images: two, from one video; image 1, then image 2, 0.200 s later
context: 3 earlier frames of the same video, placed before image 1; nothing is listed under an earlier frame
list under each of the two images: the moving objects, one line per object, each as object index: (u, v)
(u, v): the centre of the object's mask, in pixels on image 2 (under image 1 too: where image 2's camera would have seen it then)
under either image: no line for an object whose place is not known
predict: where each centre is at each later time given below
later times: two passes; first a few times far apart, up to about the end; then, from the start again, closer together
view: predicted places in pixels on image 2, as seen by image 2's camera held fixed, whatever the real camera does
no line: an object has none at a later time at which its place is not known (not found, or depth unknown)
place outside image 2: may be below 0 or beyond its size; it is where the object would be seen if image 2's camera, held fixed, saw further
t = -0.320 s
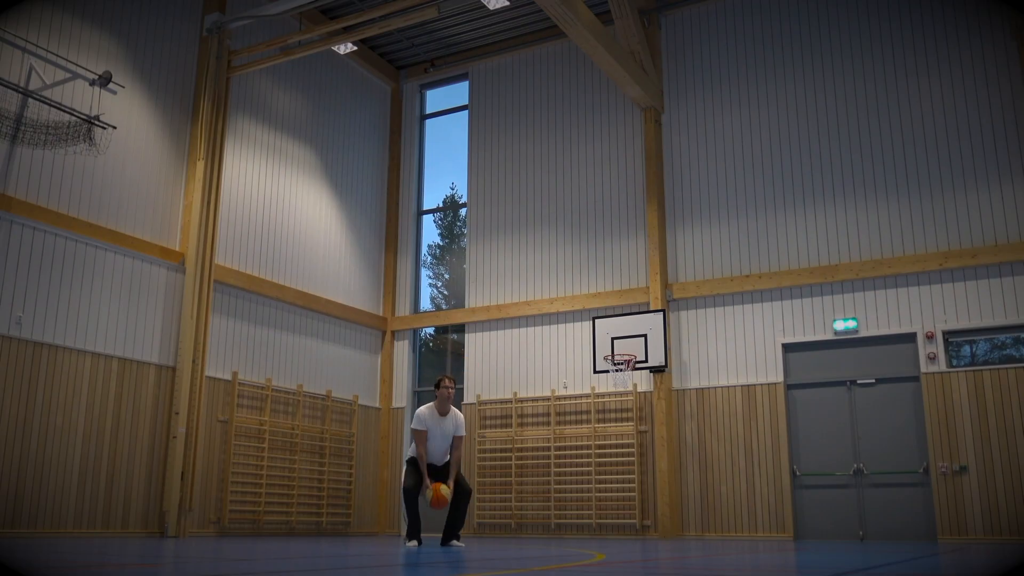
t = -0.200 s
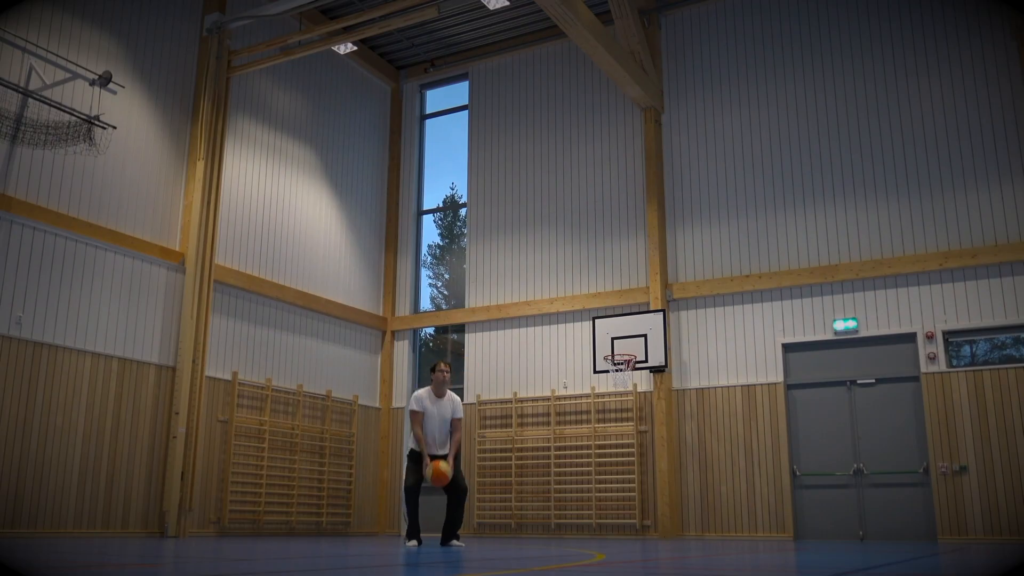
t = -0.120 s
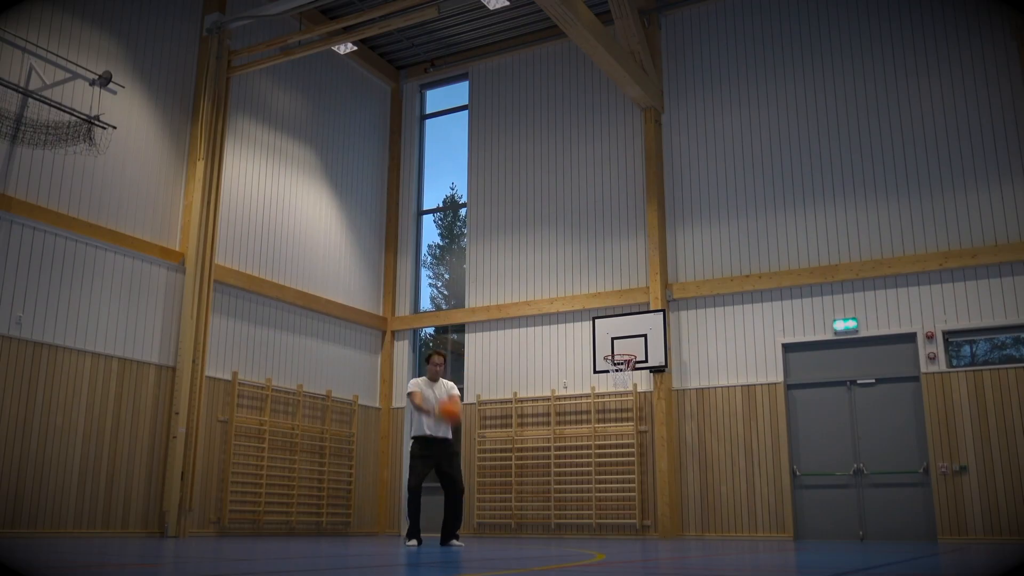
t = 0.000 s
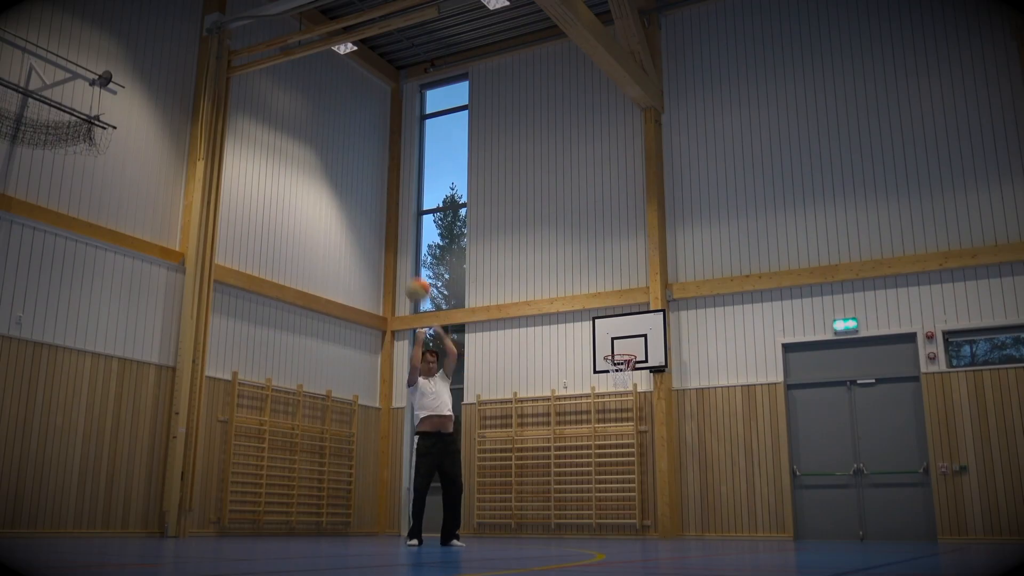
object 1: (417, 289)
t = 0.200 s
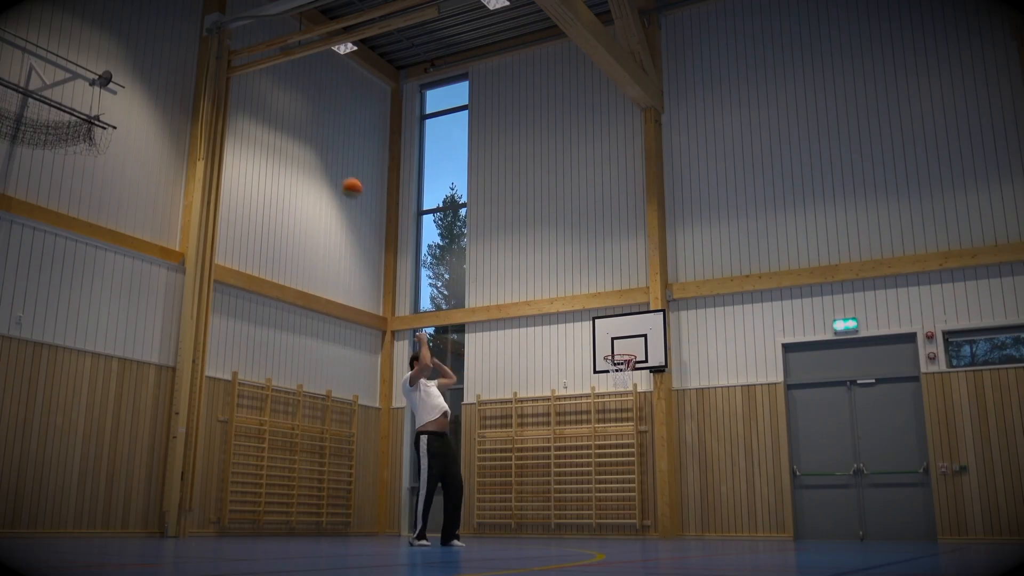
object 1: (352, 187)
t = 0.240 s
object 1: (341, 175)
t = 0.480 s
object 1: (287, 137)
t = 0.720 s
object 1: (246, 143)
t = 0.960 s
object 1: (333, 151)
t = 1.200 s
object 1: (432, 189)
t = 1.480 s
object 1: (549, 276)
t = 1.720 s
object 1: (628, 363)
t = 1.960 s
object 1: (606, 386)
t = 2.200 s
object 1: (579, 438)
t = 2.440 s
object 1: (553, 530)
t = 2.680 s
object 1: (521, 460)
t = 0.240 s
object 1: (341, 175)
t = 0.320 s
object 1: (321, 157)
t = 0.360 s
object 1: (312, 150)
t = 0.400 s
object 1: (303, 144)
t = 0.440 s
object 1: (294, 140)
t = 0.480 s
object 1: (287, 137)
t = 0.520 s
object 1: (279, 136)
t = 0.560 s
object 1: (272, 135)
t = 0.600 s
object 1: (265, 135)
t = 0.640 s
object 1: (259, 137)
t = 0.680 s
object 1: (252, 139)
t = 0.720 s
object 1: (246, 143)
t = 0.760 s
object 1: (250, 144)
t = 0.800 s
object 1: (267, 144)
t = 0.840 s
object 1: (283, 144)
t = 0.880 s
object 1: (299, 145)
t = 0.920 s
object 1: (316, 148)
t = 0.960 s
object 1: (333, 151)
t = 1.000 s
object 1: (350, 155)
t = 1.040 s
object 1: (366, 160)
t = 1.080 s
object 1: (383, 165)
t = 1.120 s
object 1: (398, 172)
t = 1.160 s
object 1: (414, 180)
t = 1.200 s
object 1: (432, 189)
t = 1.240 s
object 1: (448, 199)
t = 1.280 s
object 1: (465, 209)
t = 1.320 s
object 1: (481, 221)
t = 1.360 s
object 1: (498, 233)
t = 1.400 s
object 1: (514, 246)
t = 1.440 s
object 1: (532, 261)
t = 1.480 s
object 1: (549, 276)
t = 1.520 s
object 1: (567, 294)
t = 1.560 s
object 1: (584, 312)
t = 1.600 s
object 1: (601, 328)
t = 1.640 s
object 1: (610, 339)
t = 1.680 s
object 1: (620, 350)
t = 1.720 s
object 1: (628, 363)
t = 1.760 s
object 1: (628, 371)
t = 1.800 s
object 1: (624, 373)
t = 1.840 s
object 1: (620, 375)
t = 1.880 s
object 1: (615, 378)
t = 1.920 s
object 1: (611, 382)
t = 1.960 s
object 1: (606, 386)
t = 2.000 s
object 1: (602, 392)
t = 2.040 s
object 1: (597, 399)
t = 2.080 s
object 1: (594, 407)
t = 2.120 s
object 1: (589, 416)
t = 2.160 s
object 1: (584, 426)
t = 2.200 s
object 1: (579, 438)
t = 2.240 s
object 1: (575, 451)
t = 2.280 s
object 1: (571, 465)
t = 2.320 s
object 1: (566, 481)
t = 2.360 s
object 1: (562, 497)
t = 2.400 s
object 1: (558, 515)
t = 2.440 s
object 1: (553, 530)
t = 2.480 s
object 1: (546, 516)
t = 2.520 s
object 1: (541, 502)
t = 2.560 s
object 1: (537, 490)
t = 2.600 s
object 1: (532, 478)
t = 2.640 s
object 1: (526, 469)
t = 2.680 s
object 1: (521, 460)
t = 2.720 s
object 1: (516, 452)
